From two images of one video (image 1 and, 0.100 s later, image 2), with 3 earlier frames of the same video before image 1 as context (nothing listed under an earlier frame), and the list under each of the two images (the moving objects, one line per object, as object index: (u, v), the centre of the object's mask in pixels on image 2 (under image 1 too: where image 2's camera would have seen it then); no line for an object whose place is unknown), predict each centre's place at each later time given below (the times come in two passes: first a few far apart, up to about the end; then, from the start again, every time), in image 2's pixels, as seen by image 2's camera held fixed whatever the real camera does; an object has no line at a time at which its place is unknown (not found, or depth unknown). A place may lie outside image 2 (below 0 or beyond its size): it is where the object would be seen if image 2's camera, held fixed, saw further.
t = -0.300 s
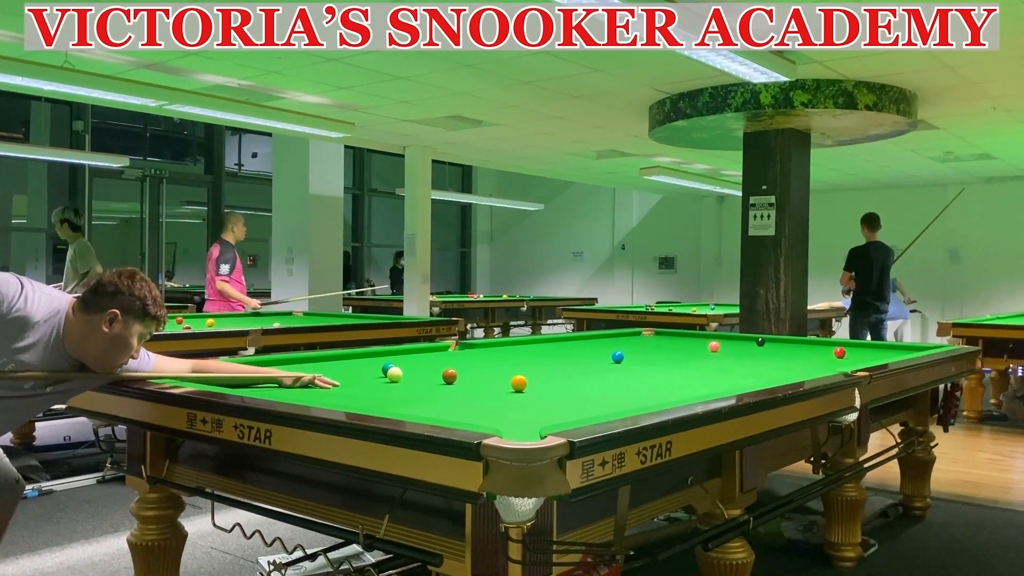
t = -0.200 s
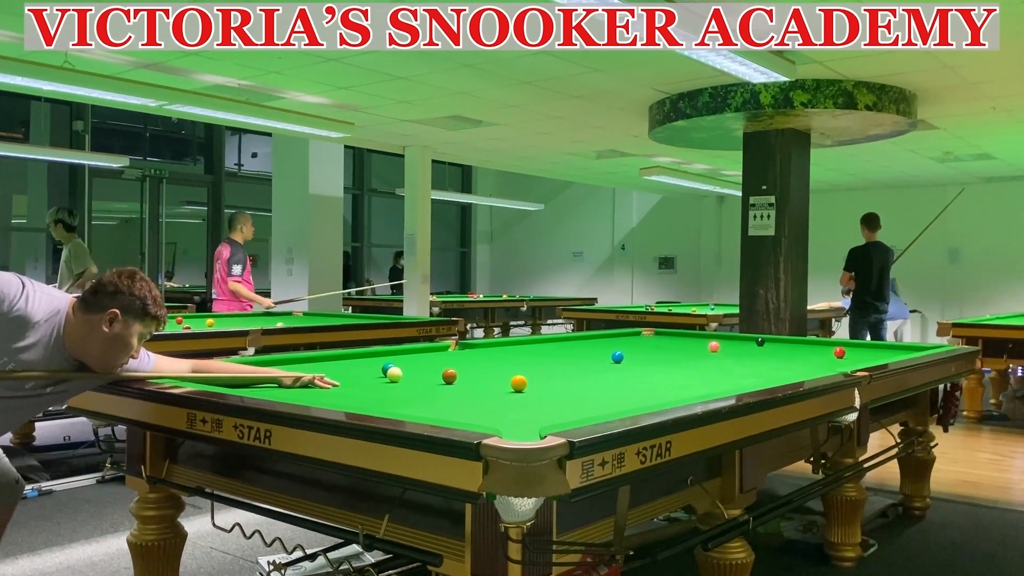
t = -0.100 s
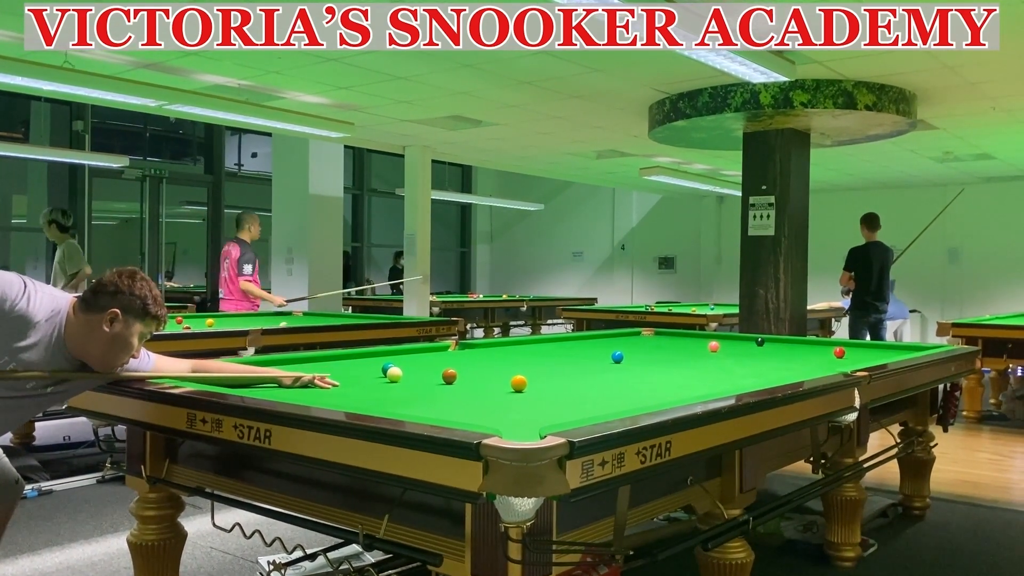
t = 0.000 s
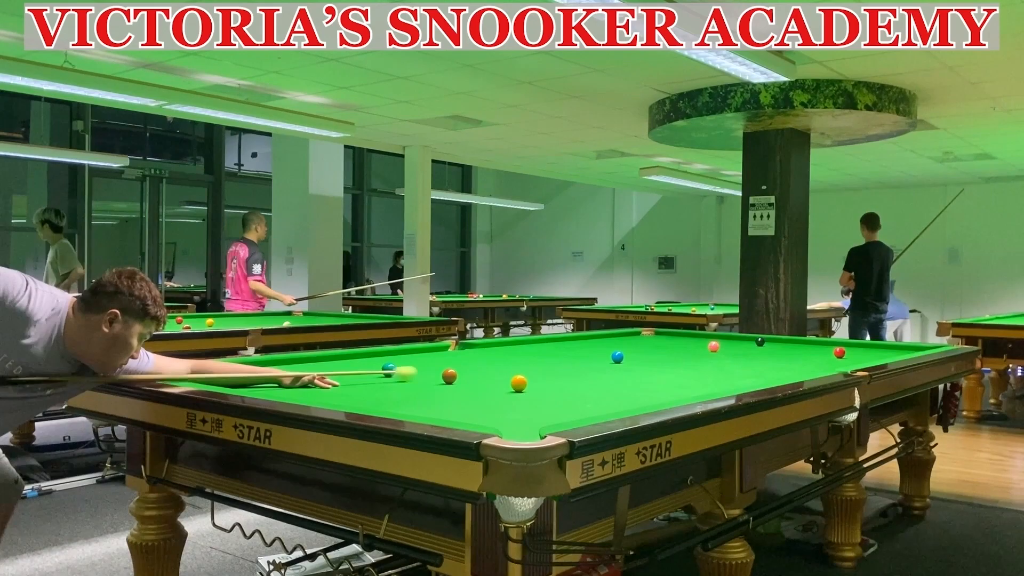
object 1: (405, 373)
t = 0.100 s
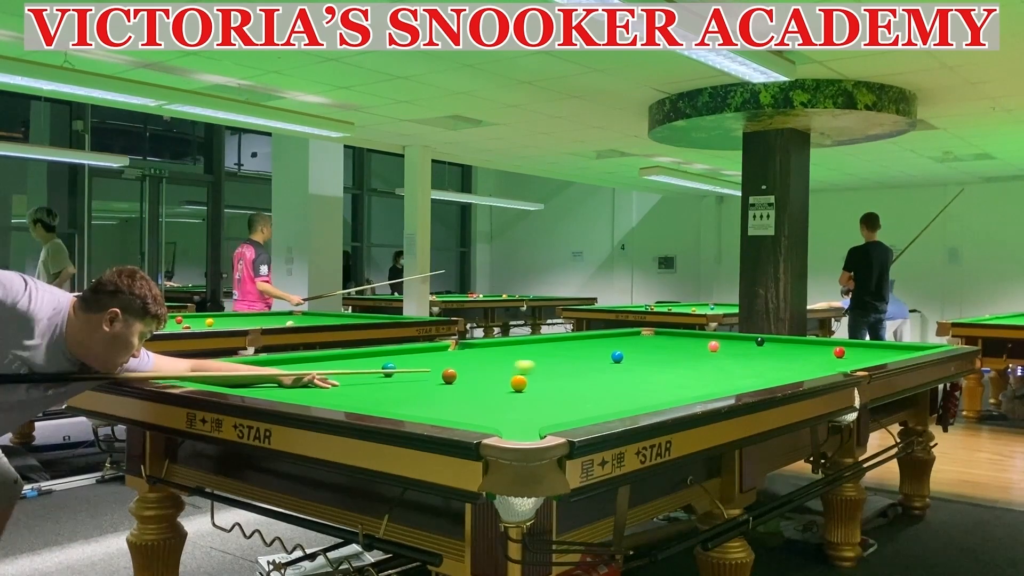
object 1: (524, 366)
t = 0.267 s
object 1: (680, 359)
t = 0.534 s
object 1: (831, 352)
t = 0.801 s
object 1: (845, 351)
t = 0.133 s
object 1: (559, 365)
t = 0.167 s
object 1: (592, 363)
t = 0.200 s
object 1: (623, 361)
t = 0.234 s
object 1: (652, 360)
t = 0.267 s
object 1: (680, 359)
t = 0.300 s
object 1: (707, 358)
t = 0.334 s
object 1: (732, 357)
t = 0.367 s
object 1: (756, 356)
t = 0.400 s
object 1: (778, 355)
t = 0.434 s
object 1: (800, 354)
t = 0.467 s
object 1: (820, 352)
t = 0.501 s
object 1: (831, 352)
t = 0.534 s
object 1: (831, 352)
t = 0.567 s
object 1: (831, 352)
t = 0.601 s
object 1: (832, 352)
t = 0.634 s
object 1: (834, 352)
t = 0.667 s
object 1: (835, 352)
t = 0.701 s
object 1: (837, 352)
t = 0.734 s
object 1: (839, 351)
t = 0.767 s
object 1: (842, 351)
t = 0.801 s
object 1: (845, 351)
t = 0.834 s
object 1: (848, 350)
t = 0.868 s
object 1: (851, 350)
